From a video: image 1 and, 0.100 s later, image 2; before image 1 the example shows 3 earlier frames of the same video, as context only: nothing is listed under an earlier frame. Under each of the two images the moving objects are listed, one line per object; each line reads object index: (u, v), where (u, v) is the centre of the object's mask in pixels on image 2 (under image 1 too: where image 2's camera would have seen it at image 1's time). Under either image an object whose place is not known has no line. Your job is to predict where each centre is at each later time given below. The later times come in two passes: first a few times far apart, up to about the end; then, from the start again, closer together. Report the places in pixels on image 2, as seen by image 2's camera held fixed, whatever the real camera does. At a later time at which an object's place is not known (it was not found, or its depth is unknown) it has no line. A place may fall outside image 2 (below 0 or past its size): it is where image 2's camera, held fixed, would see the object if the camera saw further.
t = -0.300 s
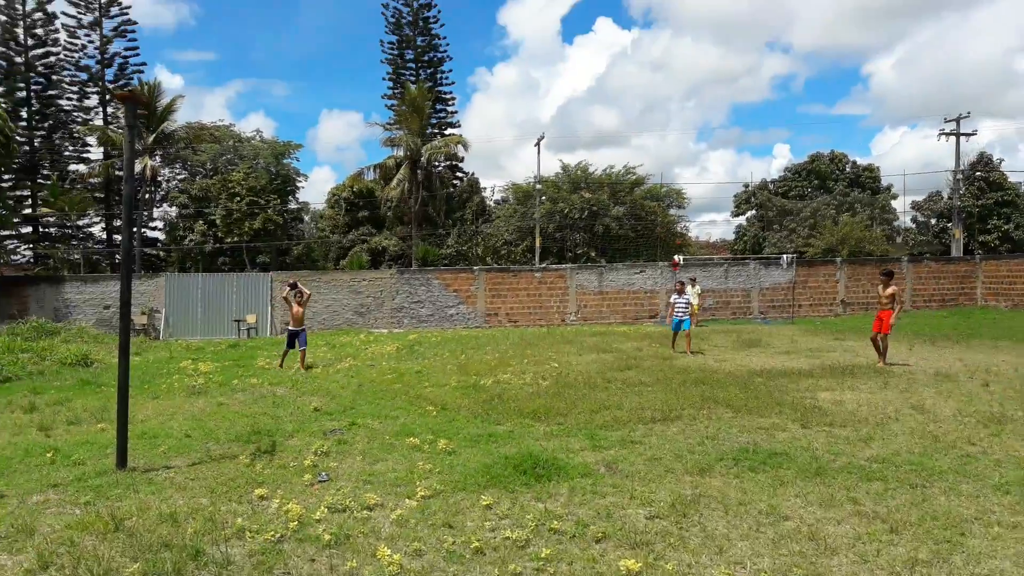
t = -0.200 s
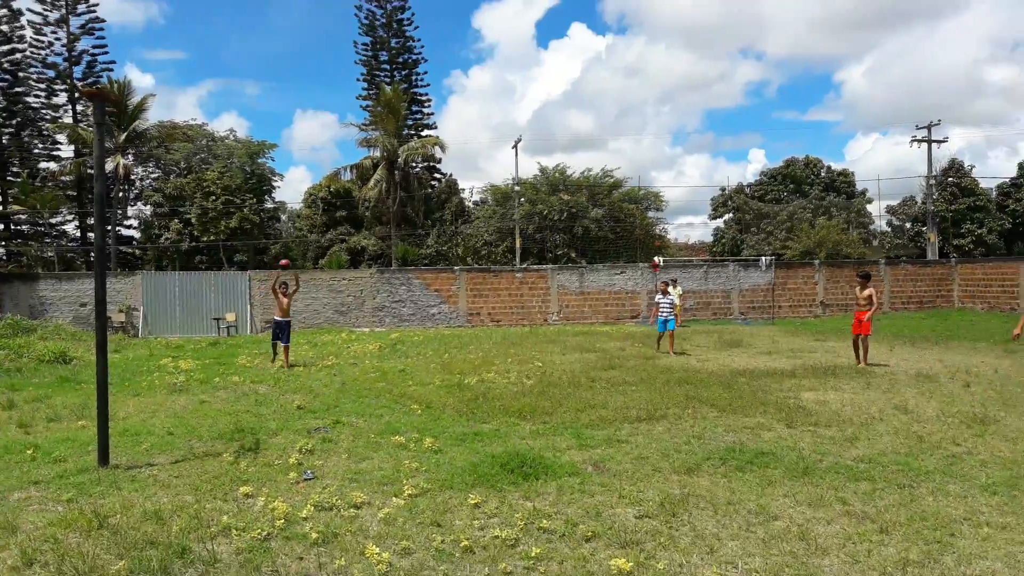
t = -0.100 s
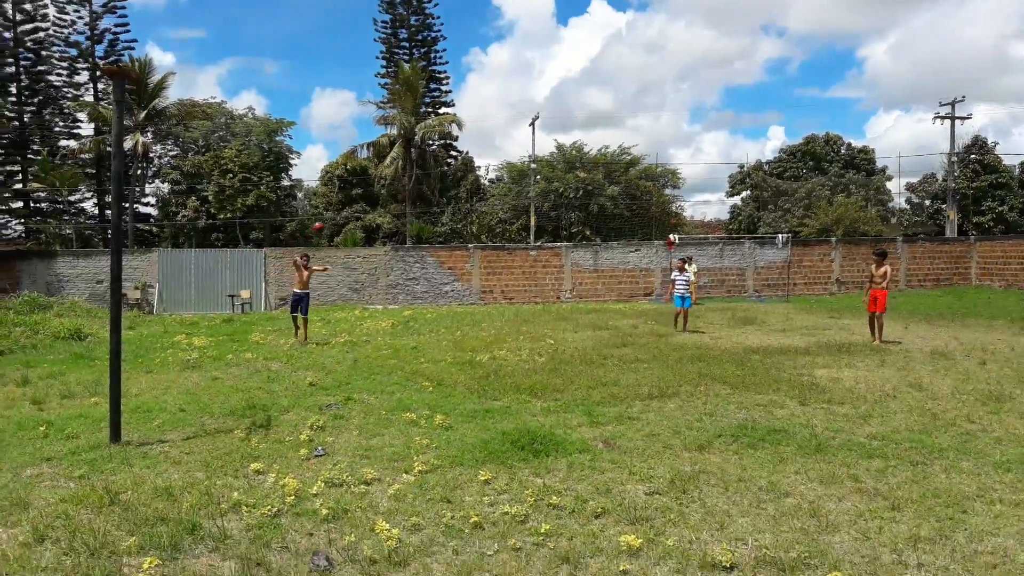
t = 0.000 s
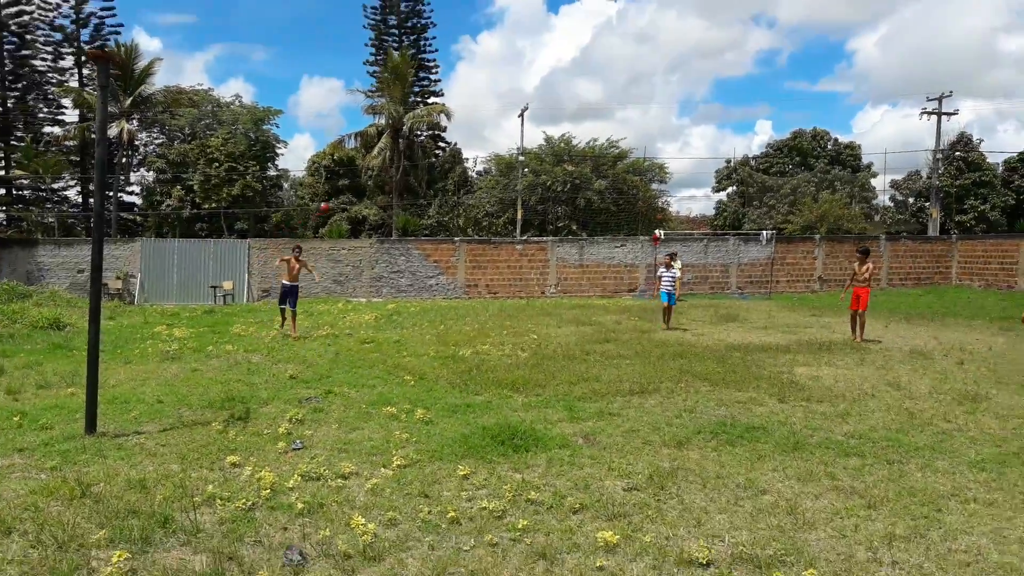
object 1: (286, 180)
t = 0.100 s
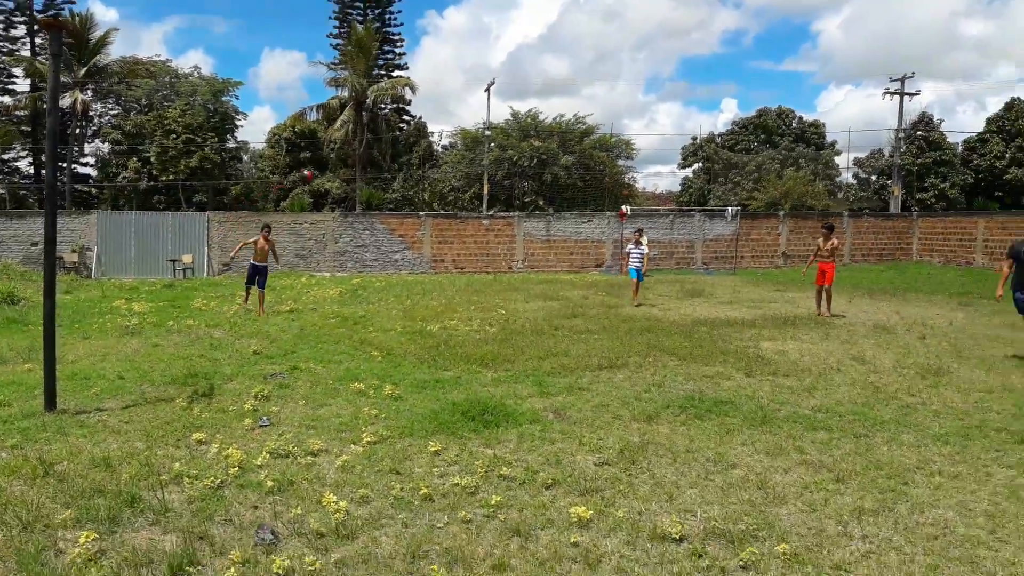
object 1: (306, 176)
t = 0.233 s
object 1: (339, 178)
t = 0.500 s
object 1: (428, 232)
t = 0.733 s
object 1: (529, 352)
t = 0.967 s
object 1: (602, 314)
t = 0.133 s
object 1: (311, 171)
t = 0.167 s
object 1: (322, 175)
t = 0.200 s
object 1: (330, 177)
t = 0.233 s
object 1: (339, 178)
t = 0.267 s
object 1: (352, 182)
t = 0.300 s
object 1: (361, 183)
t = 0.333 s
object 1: (371, 189)
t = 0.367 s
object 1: (380, 200)
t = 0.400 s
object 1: (390, 208)
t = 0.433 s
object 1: (403, 212)
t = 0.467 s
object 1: (417, 220)
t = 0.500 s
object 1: (428, 232)
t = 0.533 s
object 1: (441, 243)
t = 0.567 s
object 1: (455, 258)
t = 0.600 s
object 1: (469, 275)
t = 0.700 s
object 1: (513, 328)
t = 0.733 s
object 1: (529, 352)
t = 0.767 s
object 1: (546, 376)
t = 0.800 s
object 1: (557, 376)
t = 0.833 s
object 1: (566, 363)
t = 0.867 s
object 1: (575, 350)
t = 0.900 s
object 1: (584, 337)
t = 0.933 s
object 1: (593, 325)
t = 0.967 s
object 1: (602, 314)
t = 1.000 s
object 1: (613, 306)
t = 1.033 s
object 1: (624, 297)
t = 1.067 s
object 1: (635, 288)
